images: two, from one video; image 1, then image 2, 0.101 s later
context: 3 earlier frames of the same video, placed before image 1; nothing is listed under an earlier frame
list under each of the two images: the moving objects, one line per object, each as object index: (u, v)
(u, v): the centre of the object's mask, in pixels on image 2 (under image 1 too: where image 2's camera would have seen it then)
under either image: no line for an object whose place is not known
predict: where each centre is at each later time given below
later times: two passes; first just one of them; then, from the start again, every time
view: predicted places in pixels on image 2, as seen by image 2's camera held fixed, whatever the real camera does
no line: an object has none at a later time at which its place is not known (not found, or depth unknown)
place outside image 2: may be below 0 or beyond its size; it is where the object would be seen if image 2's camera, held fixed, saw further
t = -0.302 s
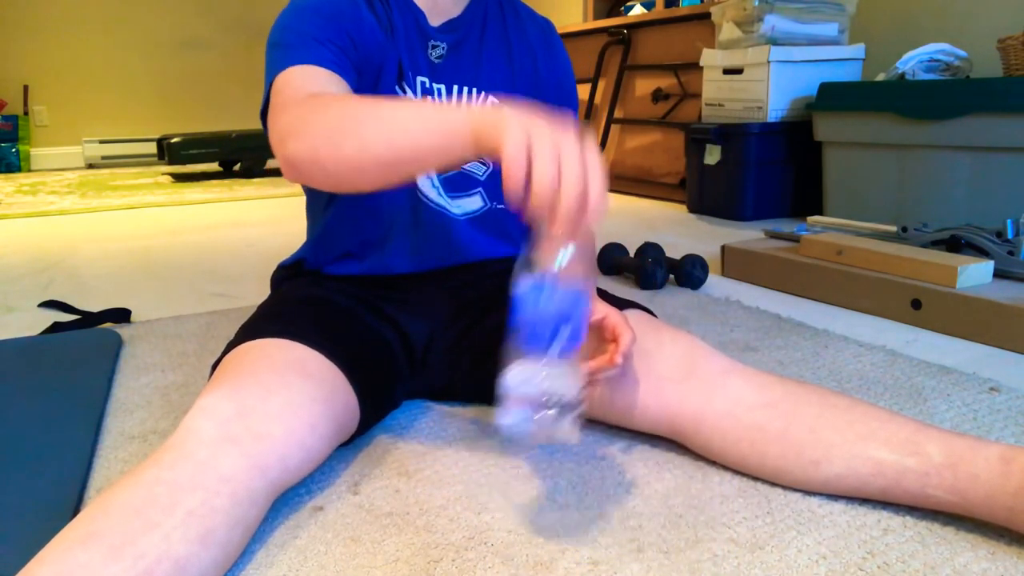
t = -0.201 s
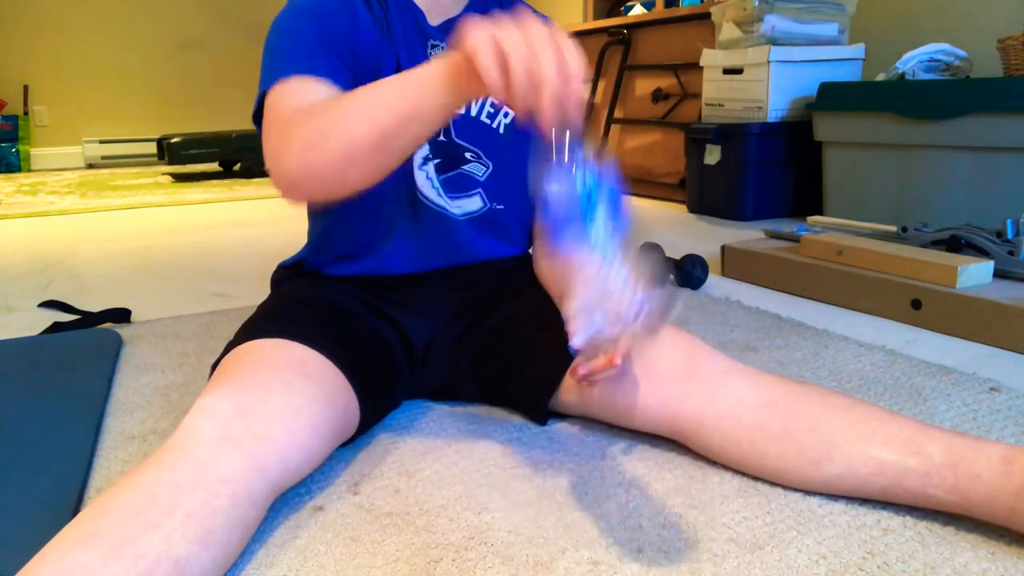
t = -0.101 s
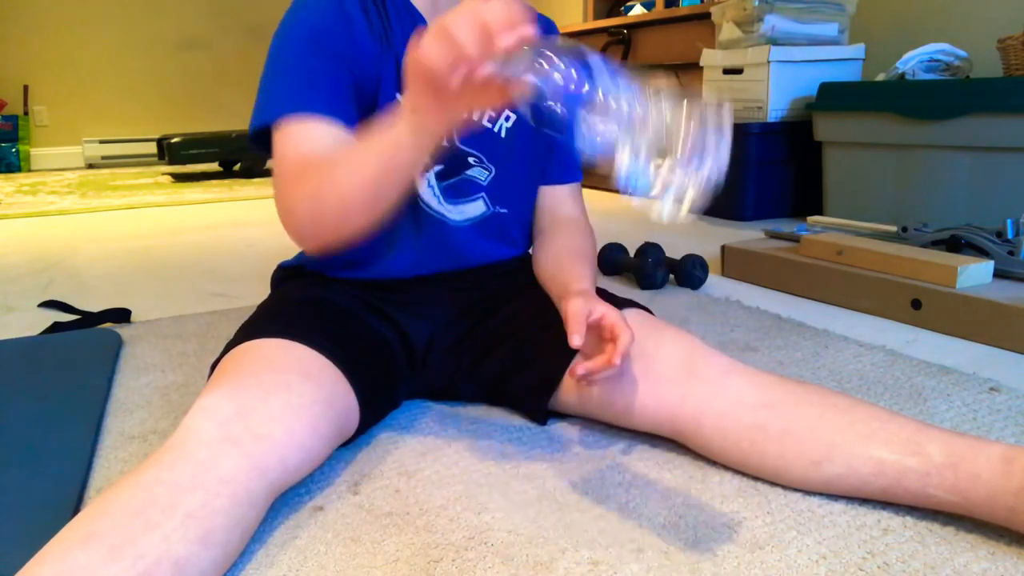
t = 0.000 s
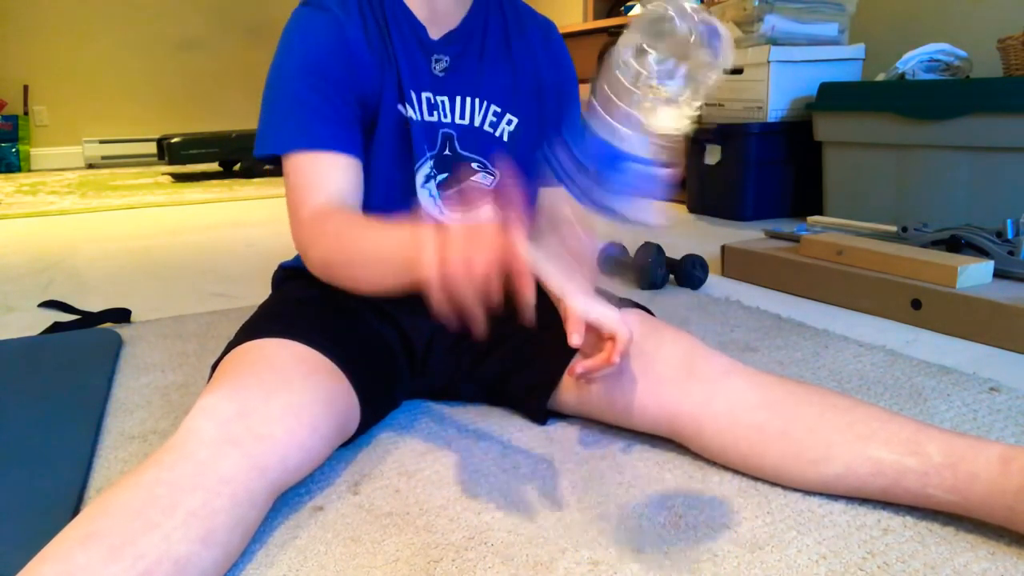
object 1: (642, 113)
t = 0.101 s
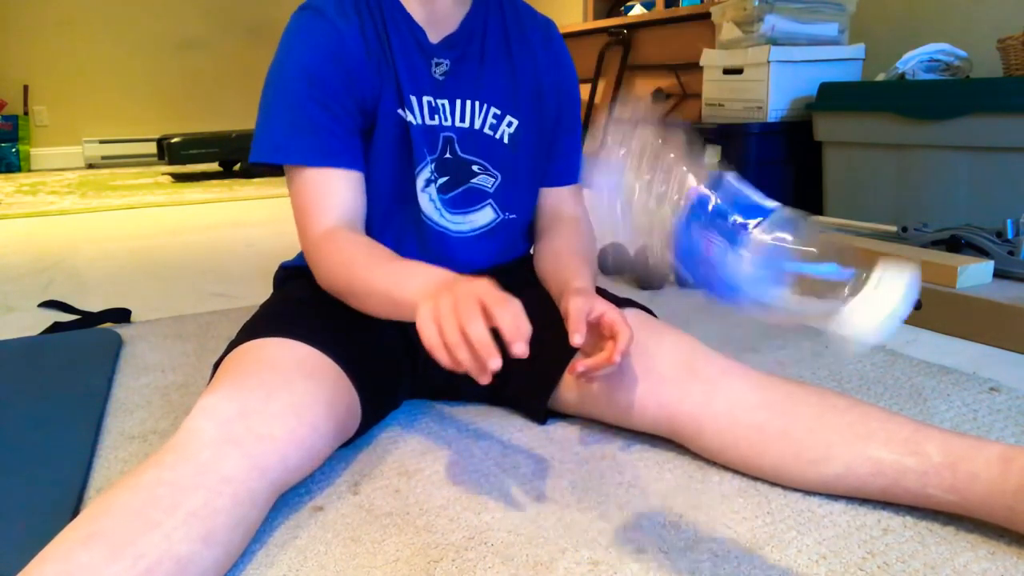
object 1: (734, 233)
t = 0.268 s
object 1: (649, 479)
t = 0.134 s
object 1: (739, 271)
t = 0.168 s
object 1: (705, 367)
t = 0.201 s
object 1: (705, 423)
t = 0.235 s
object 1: (675, 473)
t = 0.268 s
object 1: (649, 479)
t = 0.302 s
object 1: (632, 479)
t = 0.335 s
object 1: (617, 477)
